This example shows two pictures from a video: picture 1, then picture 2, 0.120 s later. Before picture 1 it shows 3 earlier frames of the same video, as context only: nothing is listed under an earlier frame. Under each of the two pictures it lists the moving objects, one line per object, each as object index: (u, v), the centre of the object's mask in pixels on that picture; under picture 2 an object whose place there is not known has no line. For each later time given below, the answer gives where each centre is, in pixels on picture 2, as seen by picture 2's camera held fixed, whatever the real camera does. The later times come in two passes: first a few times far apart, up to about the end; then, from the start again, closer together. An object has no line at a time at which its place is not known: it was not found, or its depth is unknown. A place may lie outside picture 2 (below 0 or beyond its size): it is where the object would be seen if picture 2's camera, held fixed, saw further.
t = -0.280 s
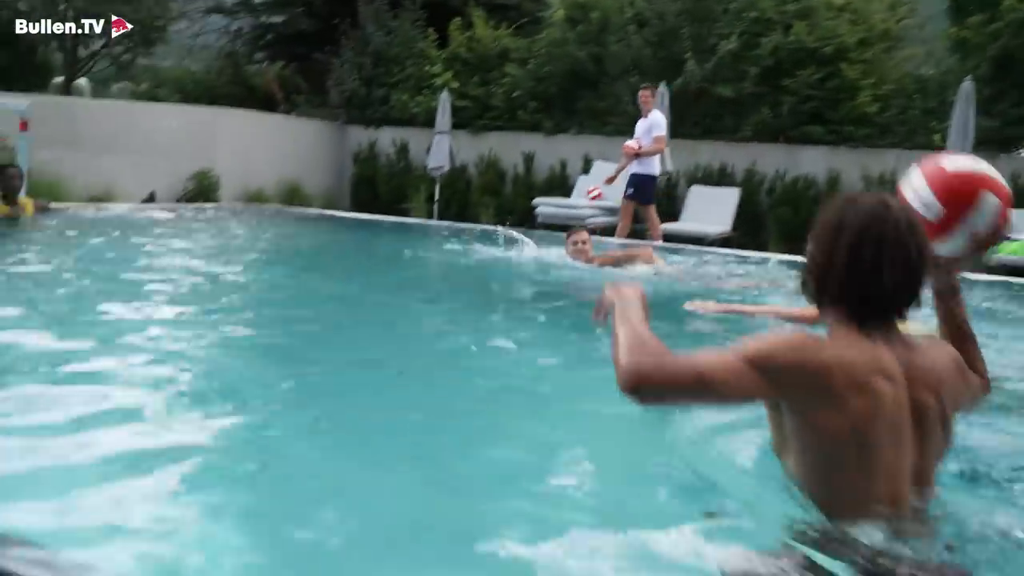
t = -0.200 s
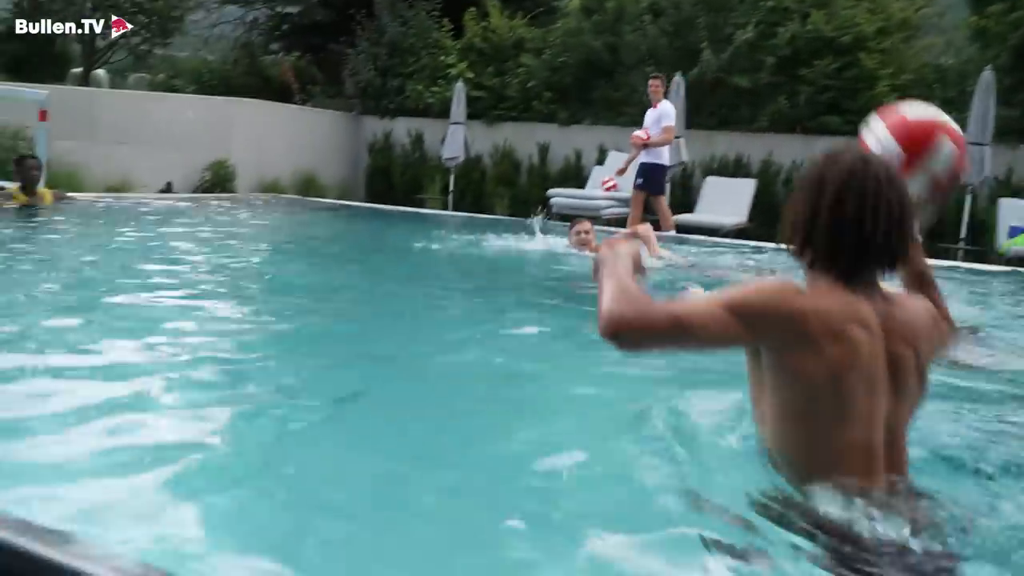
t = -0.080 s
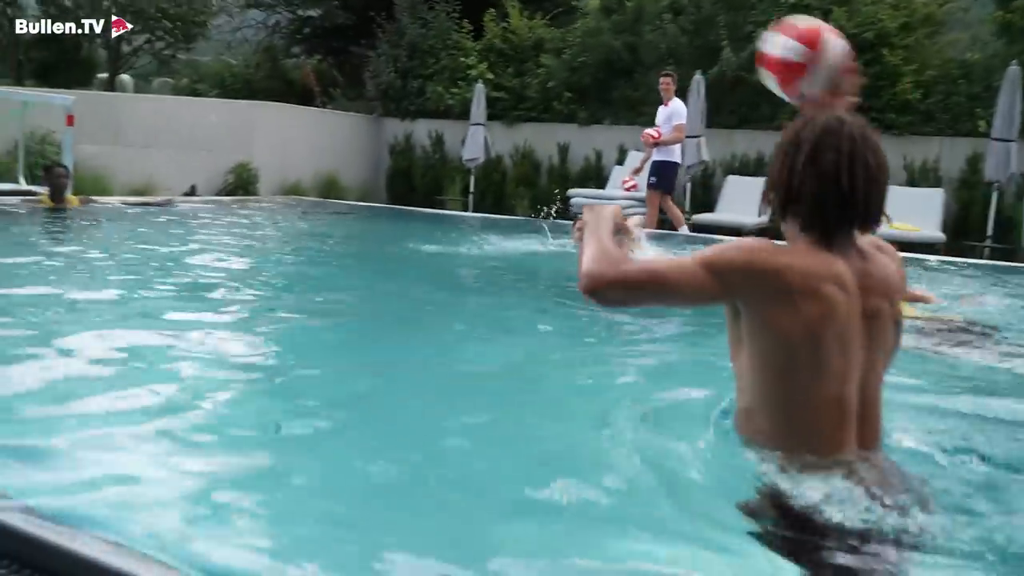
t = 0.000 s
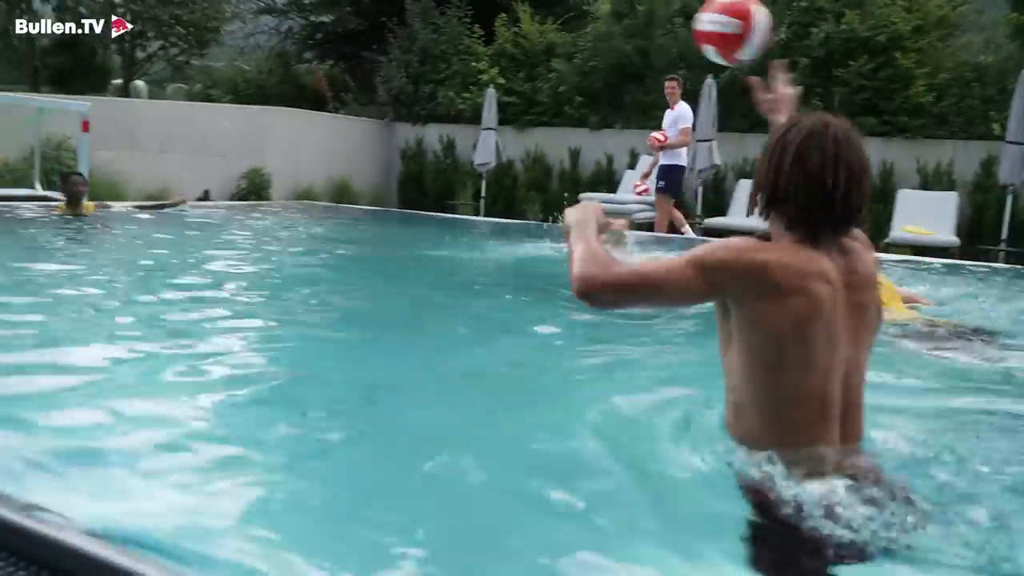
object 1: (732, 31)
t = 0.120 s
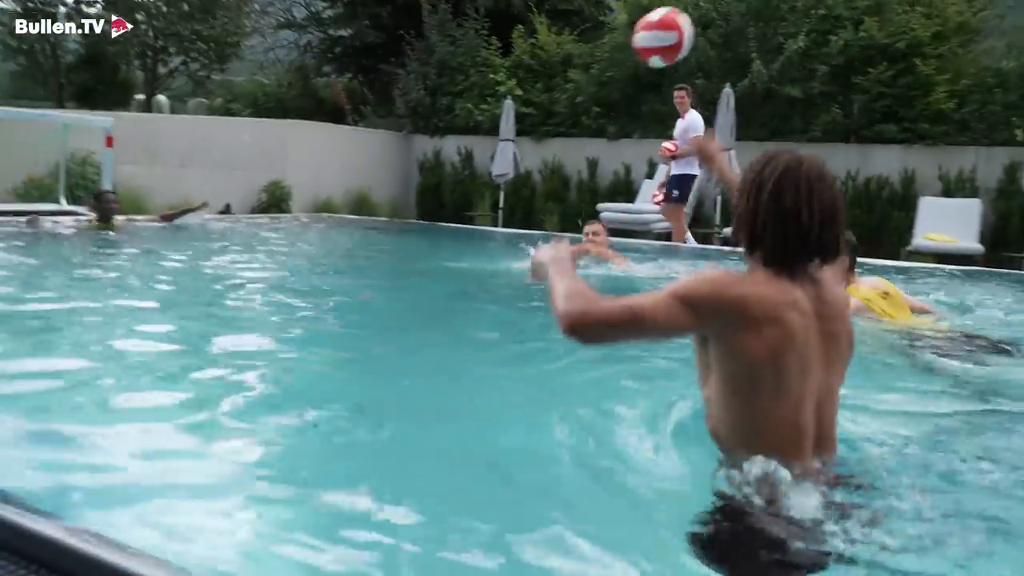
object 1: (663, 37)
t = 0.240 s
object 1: (603, 68)
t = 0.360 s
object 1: (557, 116)
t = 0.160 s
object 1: (641, 45)
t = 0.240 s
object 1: (603, 68)
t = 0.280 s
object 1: (587, 82)
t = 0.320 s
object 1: (571, 98)
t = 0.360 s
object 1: (557, 116)
